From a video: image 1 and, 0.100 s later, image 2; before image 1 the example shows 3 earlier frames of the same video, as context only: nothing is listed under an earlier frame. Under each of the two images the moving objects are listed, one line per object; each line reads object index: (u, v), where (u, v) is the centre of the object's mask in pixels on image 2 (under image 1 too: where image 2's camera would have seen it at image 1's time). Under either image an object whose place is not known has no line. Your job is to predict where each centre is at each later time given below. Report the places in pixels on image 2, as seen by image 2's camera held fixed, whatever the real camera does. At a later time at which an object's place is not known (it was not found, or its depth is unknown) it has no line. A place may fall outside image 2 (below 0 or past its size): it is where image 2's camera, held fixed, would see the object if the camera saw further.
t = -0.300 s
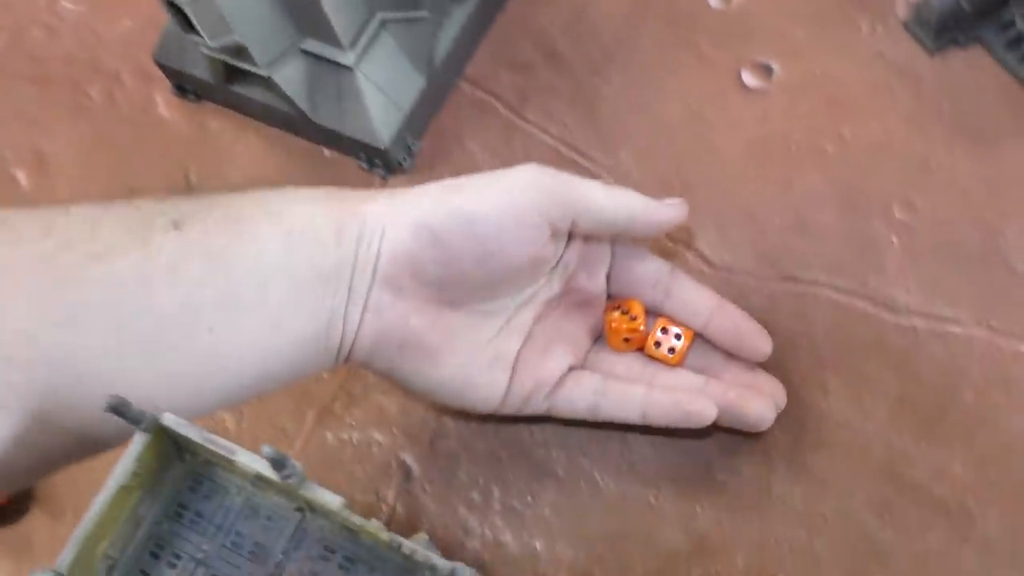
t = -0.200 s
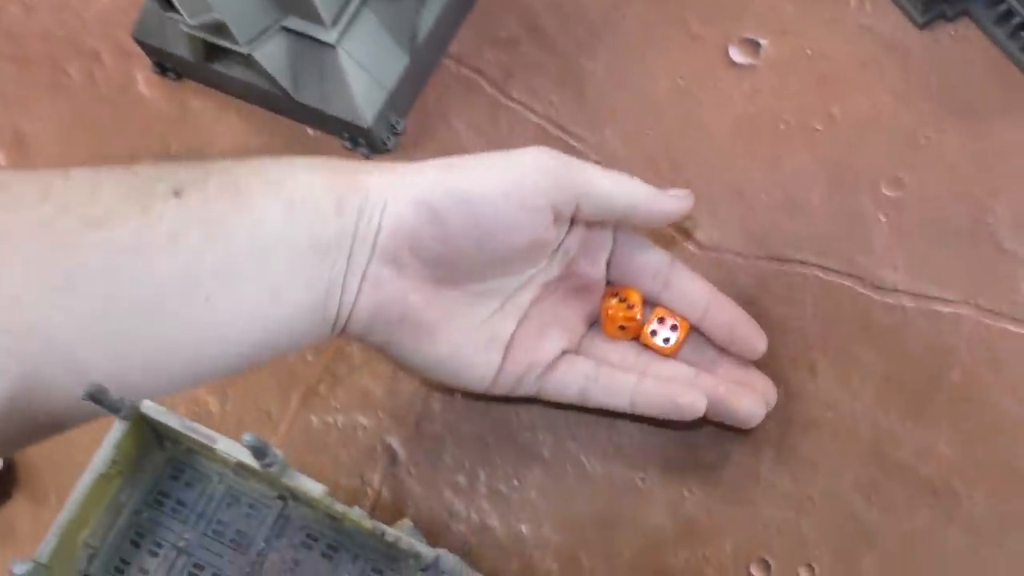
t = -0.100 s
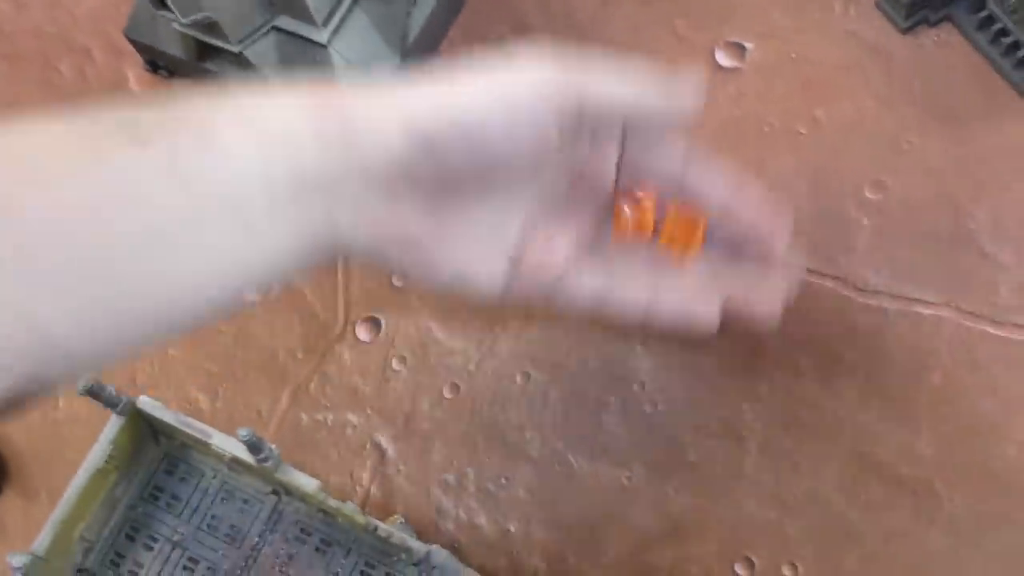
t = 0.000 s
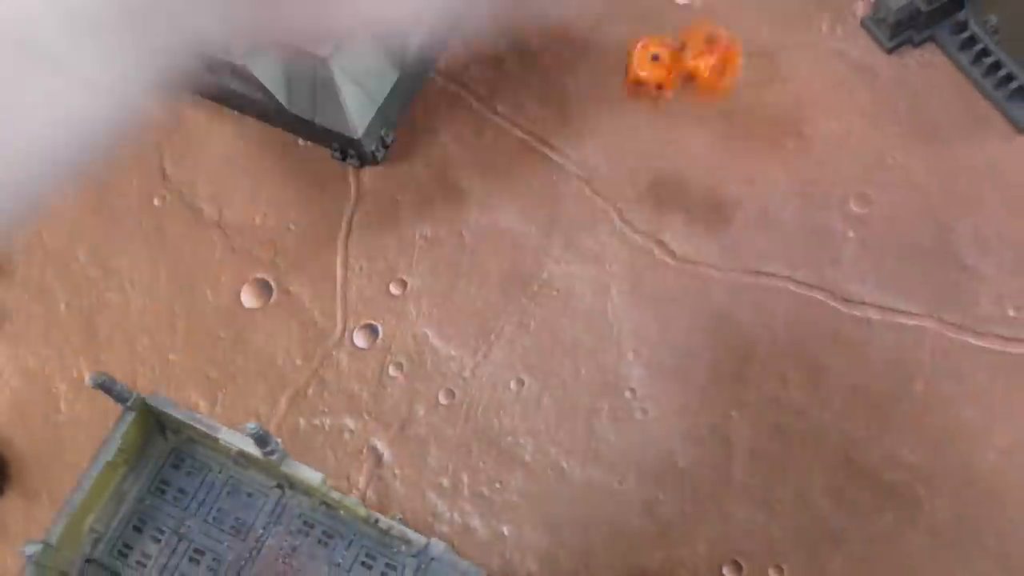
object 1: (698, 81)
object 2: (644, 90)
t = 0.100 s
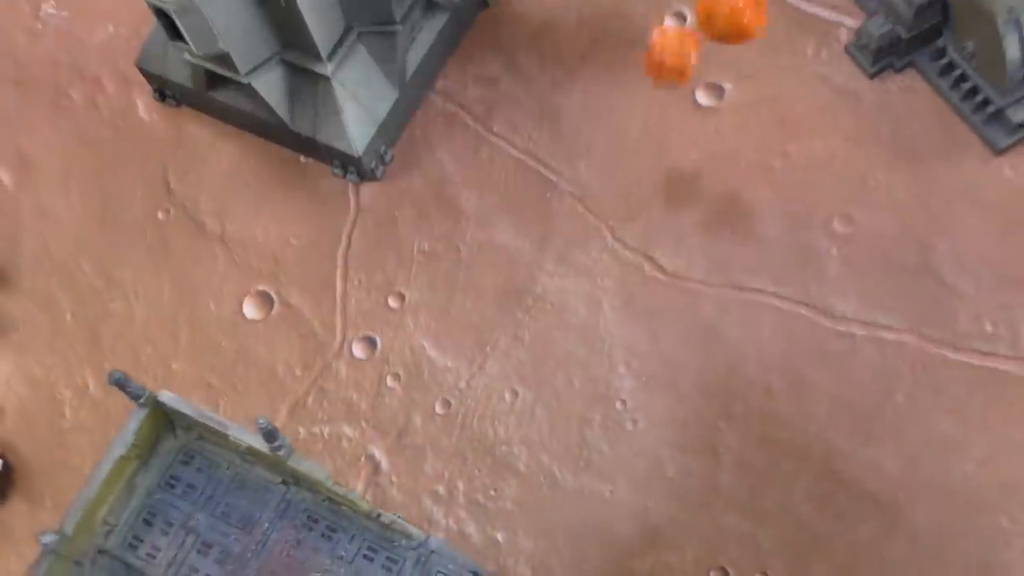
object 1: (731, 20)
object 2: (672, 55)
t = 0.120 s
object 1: (737, 21)
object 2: (678, 64)
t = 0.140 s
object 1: (744, 32)
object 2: (683, 86)
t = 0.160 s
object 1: (749, 57)
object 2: (688, 112)
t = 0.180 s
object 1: (753, 97)
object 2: (692, 150)
